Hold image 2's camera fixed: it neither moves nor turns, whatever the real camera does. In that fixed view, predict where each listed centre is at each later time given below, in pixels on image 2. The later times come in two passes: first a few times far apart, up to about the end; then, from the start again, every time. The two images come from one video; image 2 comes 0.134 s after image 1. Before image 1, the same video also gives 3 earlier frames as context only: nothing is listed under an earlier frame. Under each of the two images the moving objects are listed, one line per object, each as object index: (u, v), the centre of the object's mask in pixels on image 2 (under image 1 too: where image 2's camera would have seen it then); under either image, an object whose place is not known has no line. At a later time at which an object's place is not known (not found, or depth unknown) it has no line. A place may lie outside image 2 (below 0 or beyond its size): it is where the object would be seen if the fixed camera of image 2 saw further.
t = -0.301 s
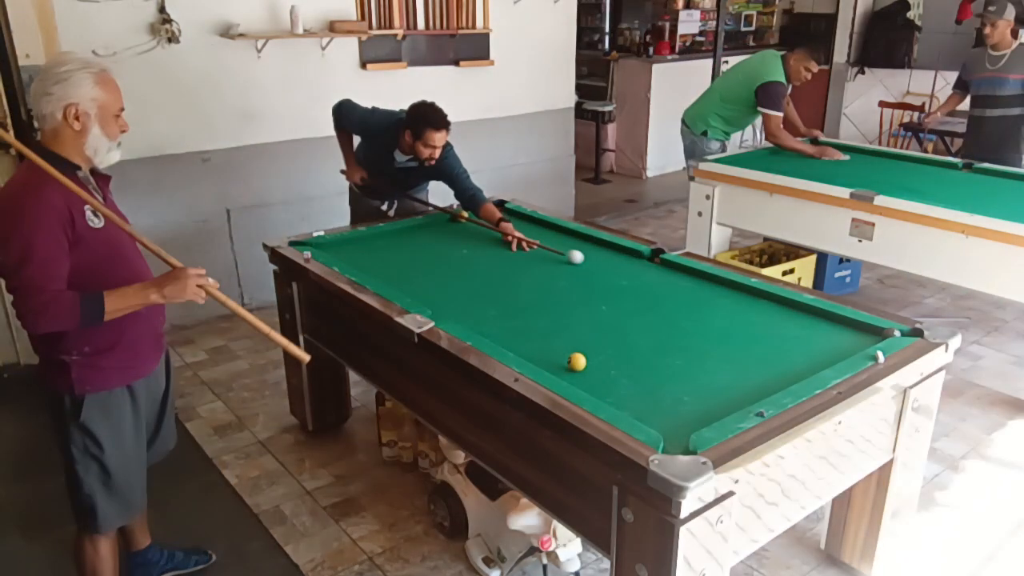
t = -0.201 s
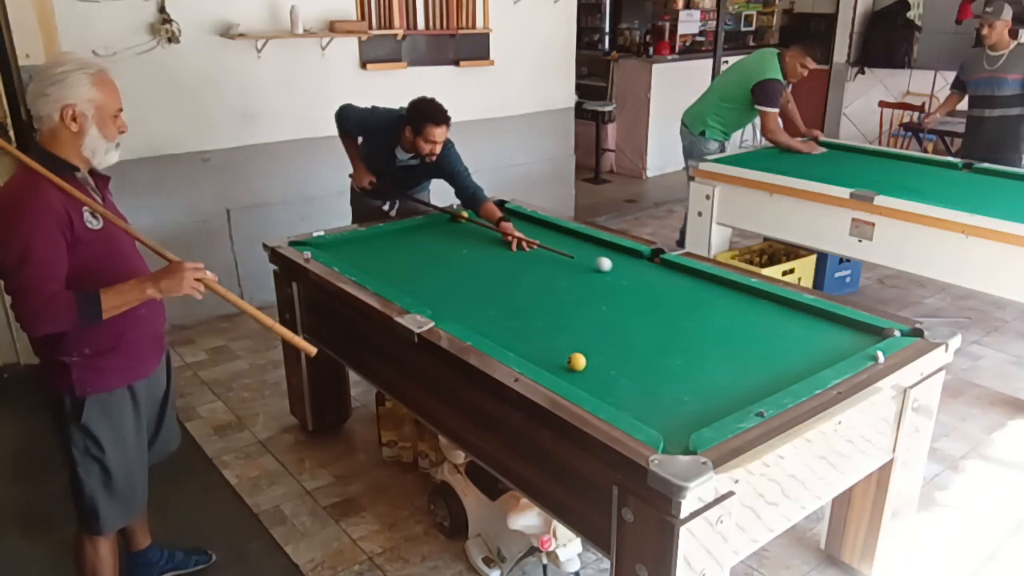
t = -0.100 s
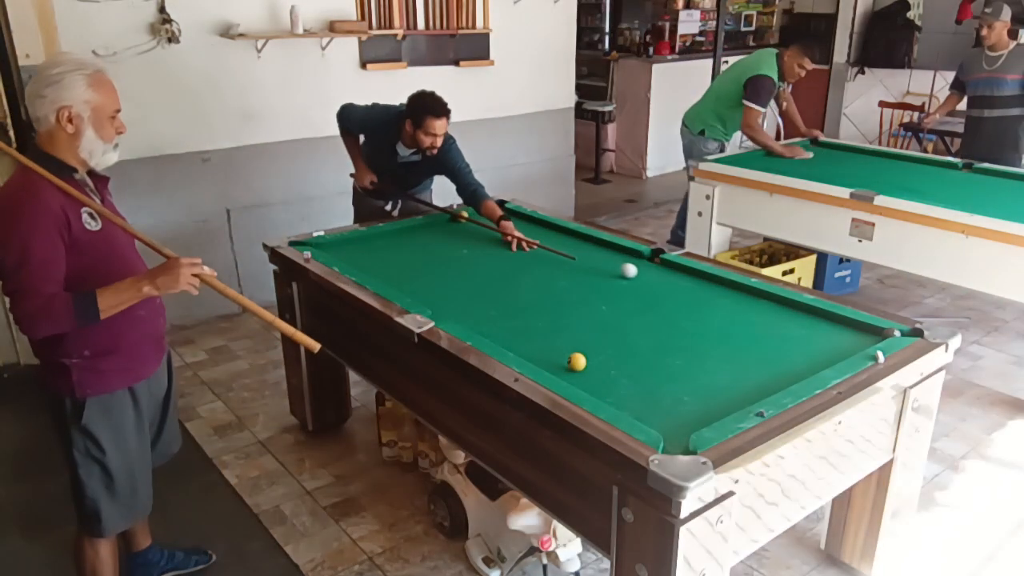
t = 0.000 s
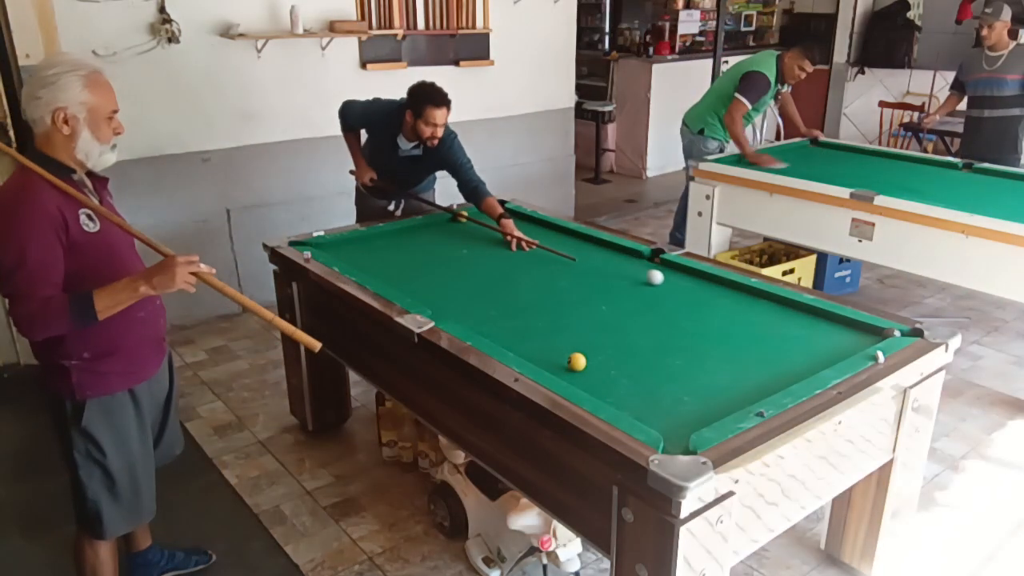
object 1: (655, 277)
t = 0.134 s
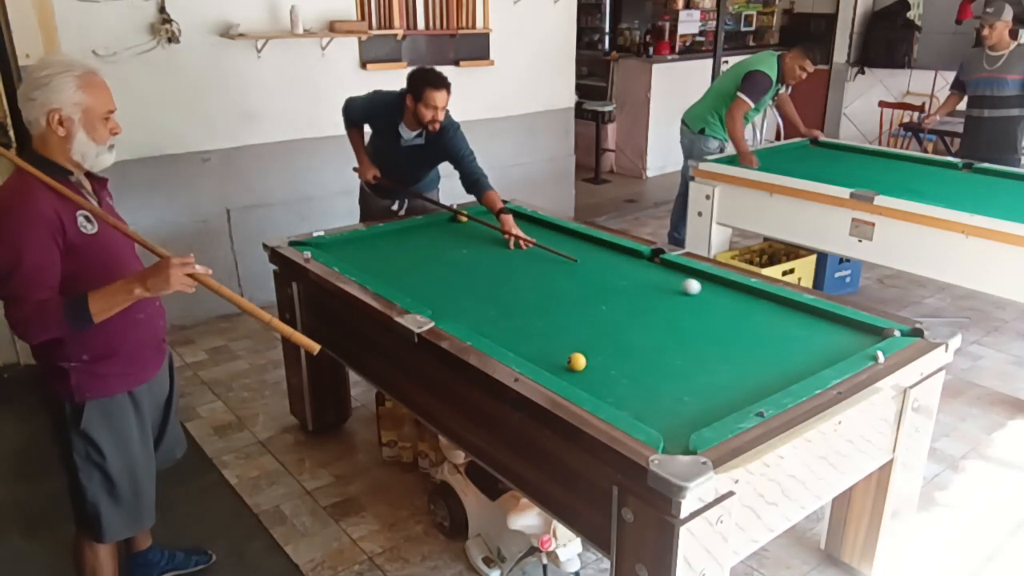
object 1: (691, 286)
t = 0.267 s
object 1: (730, 296)
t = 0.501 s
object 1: (804, 315)
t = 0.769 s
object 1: (877, 335)
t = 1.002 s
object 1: (853, 333)
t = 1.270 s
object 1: (824, 328)
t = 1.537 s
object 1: (799, 323)
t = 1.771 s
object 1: (780, 319)
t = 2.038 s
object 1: (760, 316)
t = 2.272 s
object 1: (745, 313)
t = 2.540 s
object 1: (729, 310)
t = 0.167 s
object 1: (701, 289)
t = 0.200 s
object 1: (710, 291)
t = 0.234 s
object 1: (720, 294)
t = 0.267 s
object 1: (730, 296)
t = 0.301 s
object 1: (740, 299)
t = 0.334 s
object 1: (750, 302)
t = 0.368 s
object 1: (761, 304)
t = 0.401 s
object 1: (771, 307)
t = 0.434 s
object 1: (782, 310)
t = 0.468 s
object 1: (793, 313)
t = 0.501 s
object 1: (804, 315)
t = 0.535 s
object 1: (815, 318)
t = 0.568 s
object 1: (826, 321)
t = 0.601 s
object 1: (838, 324)
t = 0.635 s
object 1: (849, 327)
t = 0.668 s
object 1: (861, 330)
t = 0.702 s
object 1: (872, 333)
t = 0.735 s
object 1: (874, 334)
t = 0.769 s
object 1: (877, 335)
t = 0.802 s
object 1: (875, 336)
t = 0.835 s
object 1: (871, 336)
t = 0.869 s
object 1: (868, 335)
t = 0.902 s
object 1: (864, 335)
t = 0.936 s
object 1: (861, 334)
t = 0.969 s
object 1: (856, 334)
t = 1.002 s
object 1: (853, 333)
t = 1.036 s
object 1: (849, 332)
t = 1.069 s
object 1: (845, 332)
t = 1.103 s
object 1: (842, 331)
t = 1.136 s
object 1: (838, 330)
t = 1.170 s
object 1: (835, 330)
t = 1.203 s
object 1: (831, 329)
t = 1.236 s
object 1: (827, 329)
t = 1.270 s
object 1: (824, 328)
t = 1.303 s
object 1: (821, 328)
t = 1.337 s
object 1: (818, 327)
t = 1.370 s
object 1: (814, 326)
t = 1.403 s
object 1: (811, 326)
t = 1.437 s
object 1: (808, 325)
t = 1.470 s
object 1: (805, 324)
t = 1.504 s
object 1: (802, 324)
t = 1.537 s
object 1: (799, 323)
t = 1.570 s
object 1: (796, 323)
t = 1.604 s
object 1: (793, 322)
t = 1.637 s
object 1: (791, 322)
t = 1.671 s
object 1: (788, 321)
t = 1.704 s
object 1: (785, 321)
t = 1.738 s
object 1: (782, 320)
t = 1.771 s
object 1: (780, 319)
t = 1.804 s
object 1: (777, 319)
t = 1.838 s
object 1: (774, 318)
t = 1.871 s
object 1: (772, 318)
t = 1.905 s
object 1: (769, 317)
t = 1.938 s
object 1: (767, 317)
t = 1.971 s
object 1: (764, 316)
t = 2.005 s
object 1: (762, 316)
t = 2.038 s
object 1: (760, 316)
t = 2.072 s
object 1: (757, 315)
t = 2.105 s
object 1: (756, 315)
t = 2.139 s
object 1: (753, 314)
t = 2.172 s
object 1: (751, 314)
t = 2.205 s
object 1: (749, 313)
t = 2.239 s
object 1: (747, 313)
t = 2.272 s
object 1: (745, 313)
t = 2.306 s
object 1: (743, 312)
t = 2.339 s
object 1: (740, 312)
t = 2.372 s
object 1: (739, 311)
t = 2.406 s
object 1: (737, 311)
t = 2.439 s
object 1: (735, 311)
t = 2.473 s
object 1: (733, 310)
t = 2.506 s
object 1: (731, 310)
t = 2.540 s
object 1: (729, 310)
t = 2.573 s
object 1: (728, 309)
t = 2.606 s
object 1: (726, 309)
